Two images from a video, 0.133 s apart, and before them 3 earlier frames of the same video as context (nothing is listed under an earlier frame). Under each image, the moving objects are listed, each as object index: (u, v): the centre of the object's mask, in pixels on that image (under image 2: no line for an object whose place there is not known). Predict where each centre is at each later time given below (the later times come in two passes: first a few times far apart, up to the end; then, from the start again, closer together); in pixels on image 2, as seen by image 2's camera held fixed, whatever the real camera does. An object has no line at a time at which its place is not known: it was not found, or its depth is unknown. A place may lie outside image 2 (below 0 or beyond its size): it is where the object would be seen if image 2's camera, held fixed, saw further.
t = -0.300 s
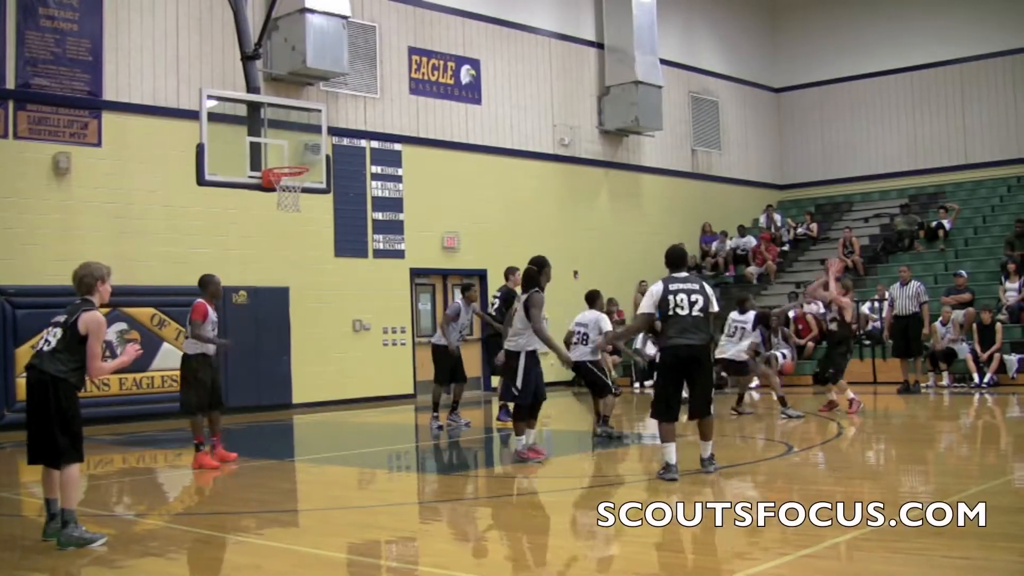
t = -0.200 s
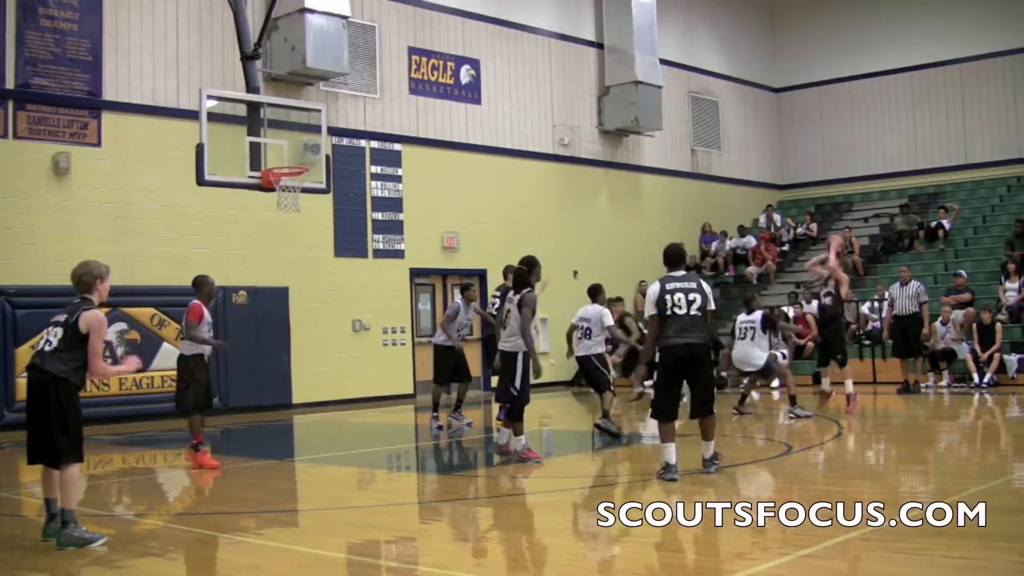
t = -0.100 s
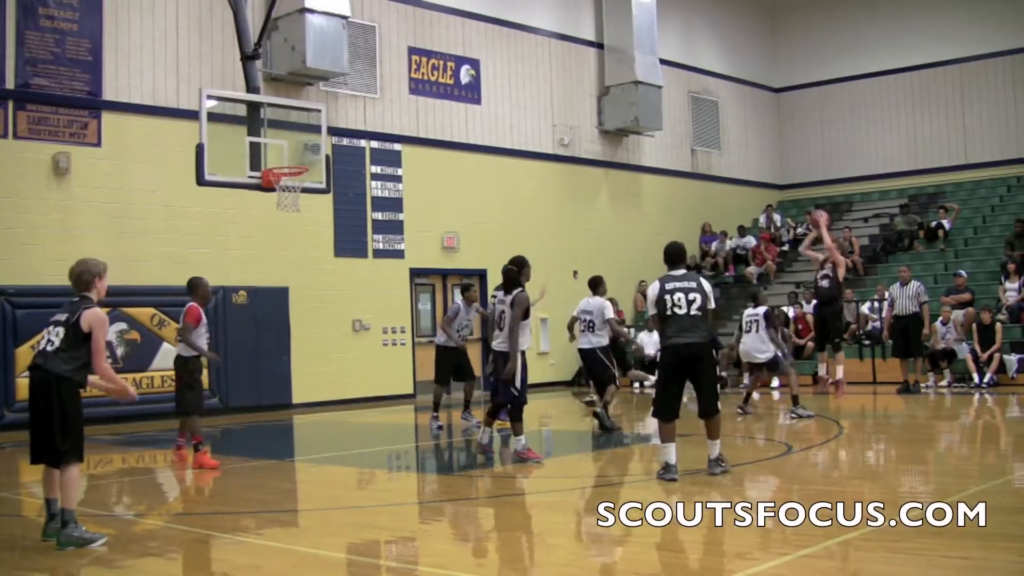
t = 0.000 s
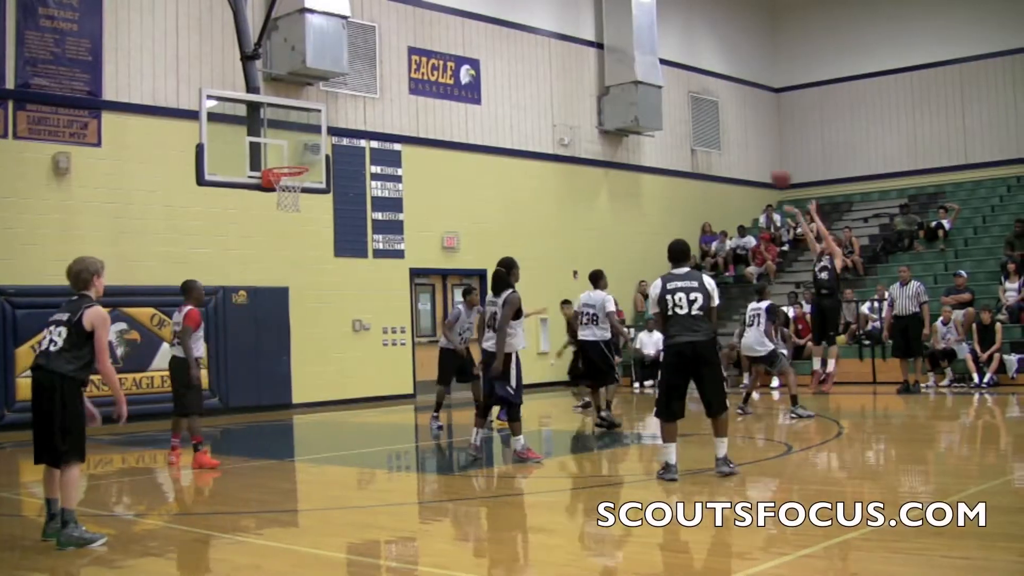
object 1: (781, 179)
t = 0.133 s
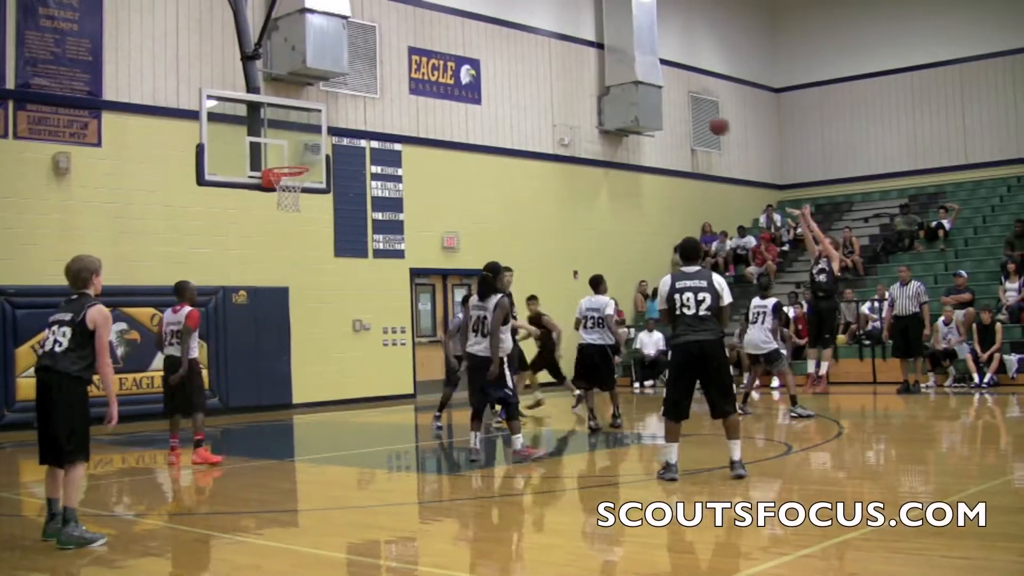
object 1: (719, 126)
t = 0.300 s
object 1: (641, 81)
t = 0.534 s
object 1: (536, 54)
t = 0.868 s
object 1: (388, 94)
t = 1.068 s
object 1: (300, 161)
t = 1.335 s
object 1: (280, 220)
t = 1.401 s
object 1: (283, 239)
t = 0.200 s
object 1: (688, 105)
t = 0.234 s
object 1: (672, 96)
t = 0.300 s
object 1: (641, 81)
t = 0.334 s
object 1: (627, 75)
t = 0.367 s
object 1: (611, 70)
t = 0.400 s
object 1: (596, 65)
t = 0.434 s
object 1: (581, 61)
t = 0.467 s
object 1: (566, 58)
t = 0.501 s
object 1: (551, 56)
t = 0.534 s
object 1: (536, 54)
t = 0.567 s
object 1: (521, 54)
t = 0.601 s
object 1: (506, 55)
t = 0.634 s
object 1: (491, 57)
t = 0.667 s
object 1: (477, 59)
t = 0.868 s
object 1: (388, 94)
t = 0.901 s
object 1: (373, 103)
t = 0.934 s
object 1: (358, 113)
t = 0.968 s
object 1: (343, 125)
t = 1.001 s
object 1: (330, 136)
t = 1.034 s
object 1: (314, 149)
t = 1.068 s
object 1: (300, 161)
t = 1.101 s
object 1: (287, 171)
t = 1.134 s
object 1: (276, 179)
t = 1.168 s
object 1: (275, 188)
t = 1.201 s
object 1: (274, 195)
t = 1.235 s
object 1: (276, 200)
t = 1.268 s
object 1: (278, 206)
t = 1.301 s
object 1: (278, 213)
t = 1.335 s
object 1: (280, 220)
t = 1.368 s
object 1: (281, 229)
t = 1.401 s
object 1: (283, 239)
